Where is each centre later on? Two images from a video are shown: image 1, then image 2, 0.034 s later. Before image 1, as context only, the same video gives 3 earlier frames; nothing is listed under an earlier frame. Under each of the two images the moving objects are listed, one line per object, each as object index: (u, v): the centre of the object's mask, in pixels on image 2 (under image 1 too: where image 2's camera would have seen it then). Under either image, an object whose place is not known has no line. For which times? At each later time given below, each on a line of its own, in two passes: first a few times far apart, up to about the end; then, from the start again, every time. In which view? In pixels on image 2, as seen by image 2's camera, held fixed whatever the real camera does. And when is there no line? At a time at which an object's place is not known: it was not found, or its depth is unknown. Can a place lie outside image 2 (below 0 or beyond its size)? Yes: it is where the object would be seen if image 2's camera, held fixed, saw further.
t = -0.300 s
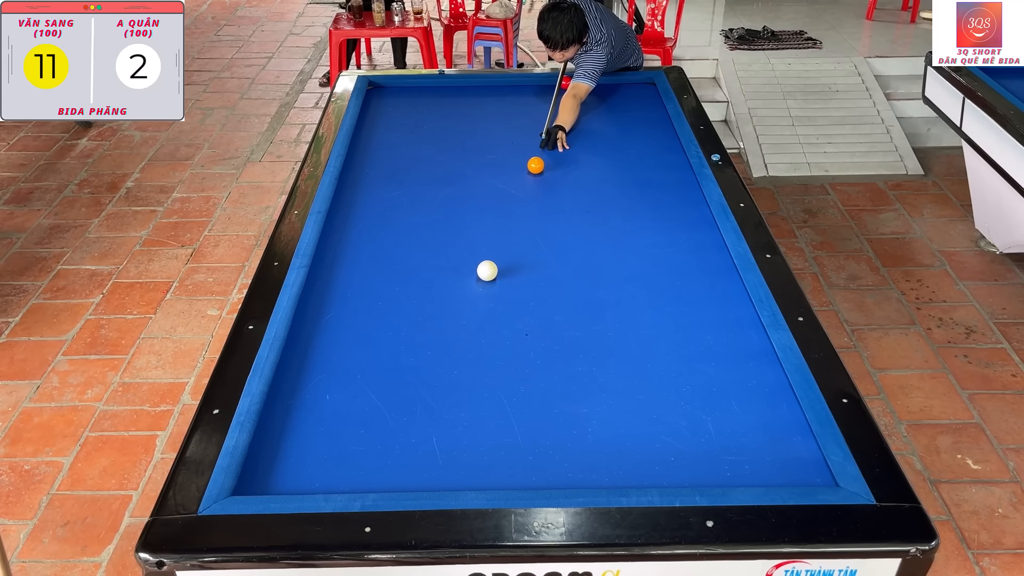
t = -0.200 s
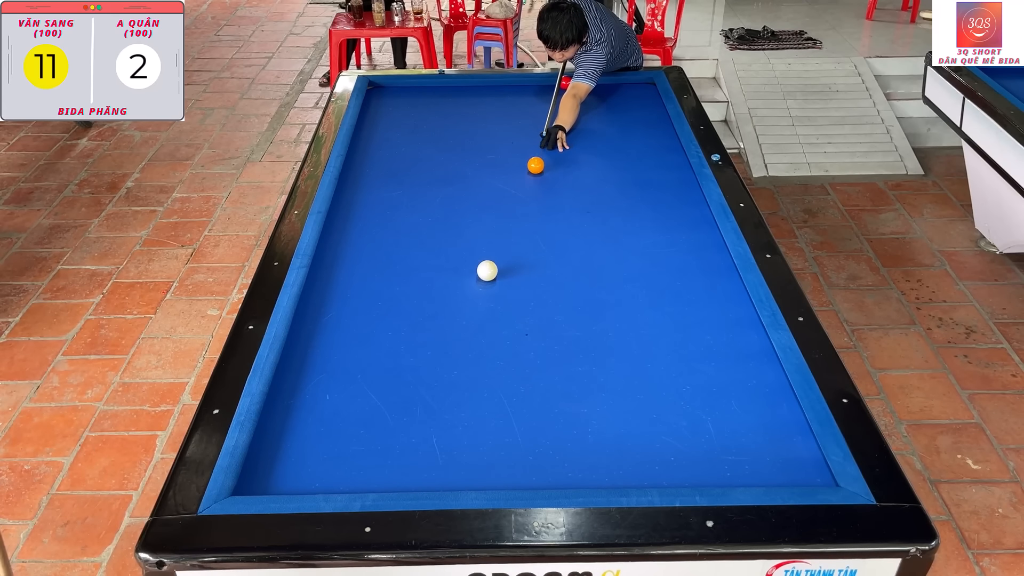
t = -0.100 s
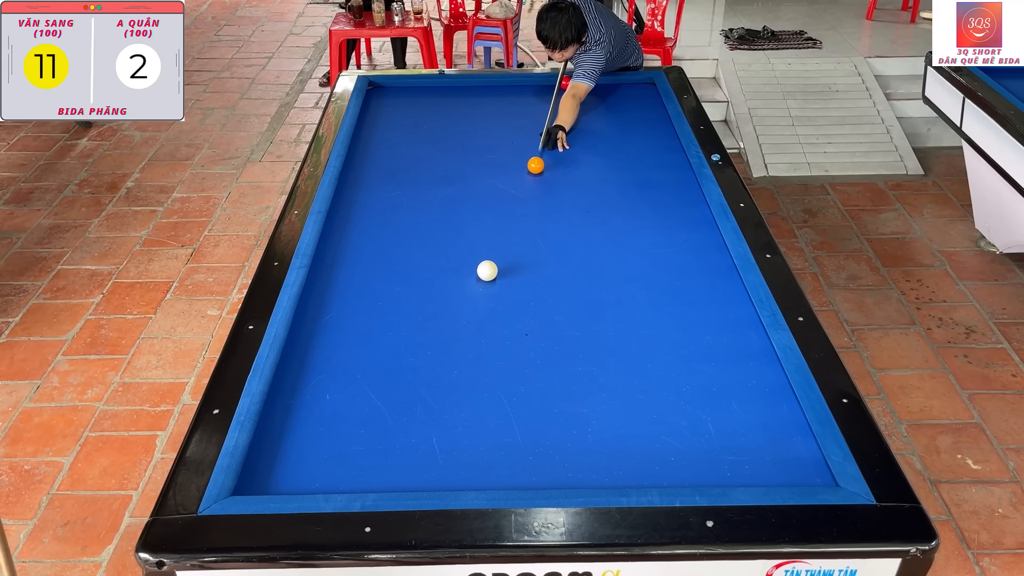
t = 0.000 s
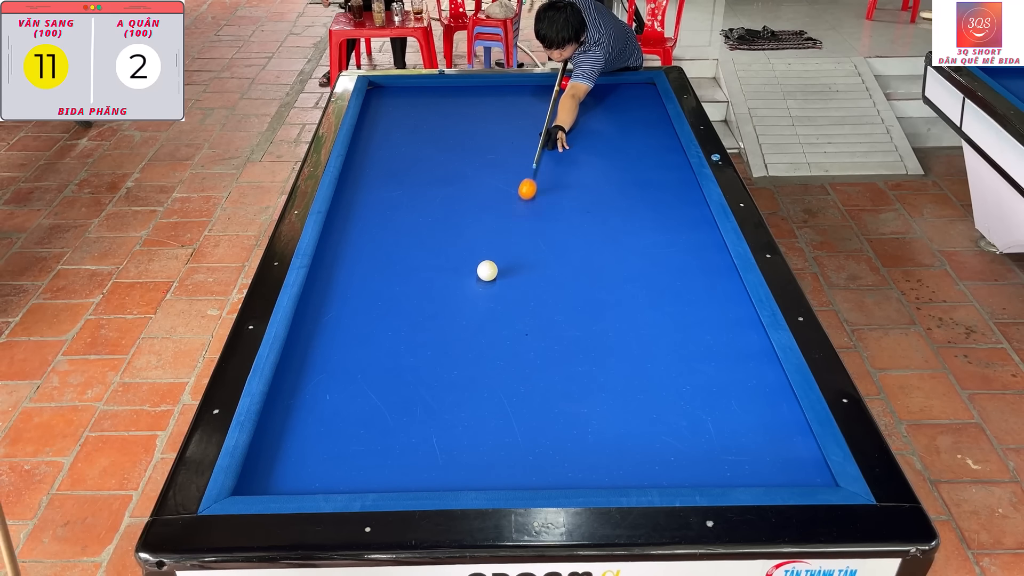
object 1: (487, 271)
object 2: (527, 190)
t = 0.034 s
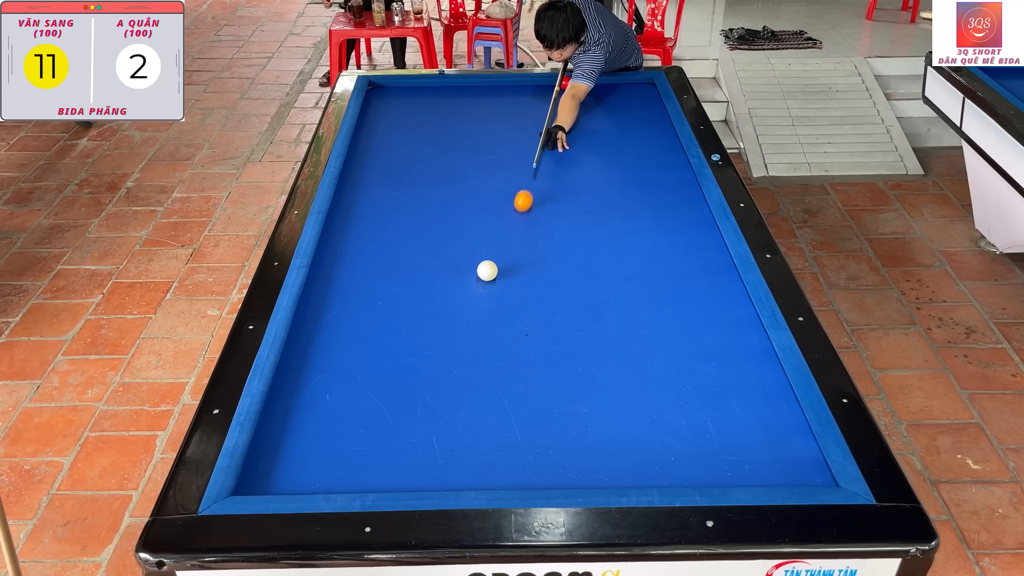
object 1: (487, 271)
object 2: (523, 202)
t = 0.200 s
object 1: (480, 274)
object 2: (507, 267)
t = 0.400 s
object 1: (371, 329)
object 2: (575, 315)
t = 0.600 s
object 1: (300, 381)
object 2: (647, 381)
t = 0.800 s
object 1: (361, 421)
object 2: (726, 471)
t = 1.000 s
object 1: (412, 463)
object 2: (749, 415)
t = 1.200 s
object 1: (468, 466)
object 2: (764, 361)
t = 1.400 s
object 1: (521, 438)
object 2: (733, 327)
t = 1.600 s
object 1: (569, 415)
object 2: (706, 300)
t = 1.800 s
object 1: (614, 394)
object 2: (681, 275)
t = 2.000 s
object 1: (657, 375)
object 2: (658, 253)
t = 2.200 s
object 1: (696, 356)
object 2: (638, 233)
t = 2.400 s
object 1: (733, 339)
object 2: (619, 214)
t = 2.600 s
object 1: (740, 323)
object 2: (602, 197)
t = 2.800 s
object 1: (710, 307)
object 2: (586, 182)
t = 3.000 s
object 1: (684, 293)
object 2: (572, 167)
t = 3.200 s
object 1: (660, 279)
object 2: (559, 154)
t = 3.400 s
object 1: (637, 266)
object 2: (547, 141)
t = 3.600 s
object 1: (615, 255)
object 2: (535, 129)
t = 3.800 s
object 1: (595, 244)
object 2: (525, 119)
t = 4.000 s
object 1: (577, 233)
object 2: (515, 108)
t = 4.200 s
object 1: (559, 224)
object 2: (505, 99)
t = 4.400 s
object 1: (542, 214)
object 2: (496, 90)
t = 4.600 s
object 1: (527, 206)
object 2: (487, 85)
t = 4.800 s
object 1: (512, 198)
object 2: (476, 90)
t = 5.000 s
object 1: (498, 190)
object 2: (464, 95)
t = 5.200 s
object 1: (485, 183)
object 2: (452, 99)
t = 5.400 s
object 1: (472, 176)
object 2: (440, 104)
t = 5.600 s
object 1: (460, 169)
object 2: (428, 108)
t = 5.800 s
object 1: (448, 163)
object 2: (416, 113)
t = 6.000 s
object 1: (438, 157)
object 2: (404, 117)
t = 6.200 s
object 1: (427, 151)
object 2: (393, 121)
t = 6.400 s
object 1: (417, 146)
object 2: (381, 126)
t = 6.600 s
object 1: (408, 141)
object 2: (369, 130)
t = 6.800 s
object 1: (399, 136)
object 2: (361, 134)
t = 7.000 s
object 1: (391, 132)
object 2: (366, 138)
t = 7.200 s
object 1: (382, 127)
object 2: (371, 141)
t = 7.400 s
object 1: (375, 123)
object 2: (375, 145)
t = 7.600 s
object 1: (367, 119)
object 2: (379, 148)
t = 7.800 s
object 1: (368, 116)
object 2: (384, 151)
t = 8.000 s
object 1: (373, 113)
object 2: (388, 155)
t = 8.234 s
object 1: (379, 110)
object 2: (392, 158)
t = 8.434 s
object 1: (383, 108)
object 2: (396, 161)
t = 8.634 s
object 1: (387, 106)
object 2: (399, 164)
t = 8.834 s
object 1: (391, 103)
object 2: (402, 166)
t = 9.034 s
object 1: (394, 102)
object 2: (406, 169)
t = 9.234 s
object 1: (398, 100)
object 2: (408, 171)
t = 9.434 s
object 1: (401, 98)
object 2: (411, 173)
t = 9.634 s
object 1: (404, 97)
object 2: (413, 175)
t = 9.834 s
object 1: (406, 95)
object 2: (415, 177)
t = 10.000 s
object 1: (408, 94)
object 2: (417, 178)
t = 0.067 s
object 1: (487, 270)
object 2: (519, 214)
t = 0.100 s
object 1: (487, 271)
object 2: (514, 227)
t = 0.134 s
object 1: (487, 270)
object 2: (510, 240)
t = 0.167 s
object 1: (487, 270)
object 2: (505, 254)
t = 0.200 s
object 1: (480, 274)
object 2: (507, 267)
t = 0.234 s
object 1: (462, 283)
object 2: (518, 274)
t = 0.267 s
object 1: (444, 292)
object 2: (529, 281)
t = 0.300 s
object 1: (426, 301)
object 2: (541, 289)
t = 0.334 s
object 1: (408, 310)
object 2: (552, 297)
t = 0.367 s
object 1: (390, 319)
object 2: (564, 306)
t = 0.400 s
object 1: (371, 329)
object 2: (575, 315)
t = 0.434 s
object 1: (353, 338)
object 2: (587, 325)
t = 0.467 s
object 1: (334, 347)
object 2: (599, 335)
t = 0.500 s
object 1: (315, 357)
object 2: (610, 345)
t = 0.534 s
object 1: (296, 366)
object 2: (622, 356)
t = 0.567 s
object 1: (289, 375)
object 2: (634, 368)
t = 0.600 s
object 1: (300, 381)
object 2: (647, 381)
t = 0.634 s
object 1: (311, 388)
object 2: (659, 394)
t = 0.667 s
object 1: (322, 394)
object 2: (672, 408)
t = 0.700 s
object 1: (332, 401)
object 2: (685, 422)
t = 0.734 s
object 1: (342, 408)
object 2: (698, 438)
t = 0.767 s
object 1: (351, 414)
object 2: (712, 454)
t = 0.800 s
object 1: (361, 421)
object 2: (726, 471)
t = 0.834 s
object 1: (370, 428)
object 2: (738, 476)
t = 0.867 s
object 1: (378, 435)
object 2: (740, 465)
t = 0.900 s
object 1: (386, 442)
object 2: (743, 451)
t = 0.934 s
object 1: (395, 449)
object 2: (745, 438)
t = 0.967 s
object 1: (403, 456)
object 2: (747, 426)
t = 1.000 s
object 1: (412, 463)
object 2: (749, 415)
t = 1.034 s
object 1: (421, 471)
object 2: (752, 405)
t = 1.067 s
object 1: (429, 478)
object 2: (754, 395)
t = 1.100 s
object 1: (439, 482)
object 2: (757, 385)
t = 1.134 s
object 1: (449, 478)
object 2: (759, 377)
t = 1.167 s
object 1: (458, 472)
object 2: (762, 368)
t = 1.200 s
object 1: (468, 466)
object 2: (764, 361)
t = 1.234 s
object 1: (477, 460)
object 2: (763, 354)
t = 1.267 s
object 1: (486, 455)
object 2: (756, 348)
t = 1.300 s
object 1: (495, 450)
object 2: (750, 343)
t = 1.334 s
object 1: (503, 446)
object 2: (743, 337)
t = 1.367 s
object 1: (512, 442)
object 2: (738, 332)
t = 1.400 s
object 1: (521, 438)
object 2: (733, 327)
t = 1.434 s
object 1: (529, 434)
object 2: (728, 323)
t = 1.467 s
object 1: (537, 431)
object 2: (723, 318)
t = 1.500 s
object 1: (545, 427)
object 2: (719, 313)
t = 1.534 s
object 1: (553, 423)
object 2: (714, 309)
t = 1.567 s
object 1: (561, 419)
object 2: (710, 304)
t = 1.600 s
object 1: (569, 415)
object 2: (706, 300)
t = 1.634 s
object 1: (577, 412)
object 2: (701, 296)
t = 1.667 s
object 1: (585, 408)
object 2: (697, 291)
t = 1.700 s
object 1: (592, 405)
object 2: (693, 287)
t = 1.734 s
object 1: (600, 401)
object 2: (689, 283)
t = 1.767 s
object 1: (607, 398)
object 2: (685, 279)
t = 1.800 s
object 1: (614, 394)
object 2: (681, 275)
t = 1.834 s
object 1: (622, 391)
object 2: (677, 271)
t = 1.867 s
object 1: (629, 388)
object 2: (673, 267)
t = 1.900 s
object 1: (636, 384)
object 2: (669, 264)
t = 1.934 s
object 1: (643, 381)
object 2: (665, 260)
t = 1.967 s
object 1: (650, 378)
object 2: (662, 256)
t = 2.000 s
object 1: (657, 375)
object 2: (658, 253)
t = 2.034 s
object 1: (664, 372)
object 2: (655, 249)
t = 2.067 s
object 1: (670, 368)
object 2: (651, 246)
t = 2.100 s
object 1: (677, 365)
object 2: (648, 242)
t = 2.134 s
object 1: (683, 362)
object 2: (644, 239)
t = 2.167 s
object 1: (690, 359)
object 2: (641, 236)
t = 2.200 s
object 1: (696, 356)
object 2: (638, 233)
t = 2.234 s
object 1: (703, 353)
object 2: (634, 229)
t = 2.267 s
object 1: (709, 350)
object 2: (631, 226)
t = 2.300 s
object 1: (715, 348)
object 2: (628, 223)
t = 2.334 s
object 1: (721, 345)
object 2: (625, 220)
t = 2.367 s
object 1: (727, 342)
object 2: (622, 217)
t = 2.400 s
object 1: (733, 339)
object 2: (619, 214)
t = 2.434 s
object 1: (739, 336)
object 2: (616, 211)
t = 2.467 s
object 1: (745, 334)
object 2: (613, 208)
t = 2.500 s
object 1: (751, 331)
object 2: (610, 205)
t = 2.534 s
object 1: (753, 328)
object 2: (607, 203)
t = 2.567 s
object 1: (746, 326)
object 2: (605, 200)
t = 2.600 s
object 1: (740, 323)
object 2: (602, 197)
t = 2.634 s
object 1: (734, 320)
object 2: (599, 195)
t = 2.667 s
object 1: (729, 317)
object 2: (597, 192)
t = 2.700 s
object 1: (724, 315)
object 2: (594, 189)
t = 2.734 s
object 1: (719, 312)
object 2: (591, 187)
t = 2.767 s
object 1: (715, 310)
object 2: (589, 184)
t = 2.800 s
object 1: (710, 307)
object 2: (586, 182)
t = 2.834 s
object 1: (706, 305)
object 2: (584, 179)
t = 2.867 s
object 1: (701, 302)
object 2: (581, 177)
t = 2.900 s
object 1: (697, 300)
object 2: (579, 174)
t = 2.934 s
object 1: (693, 297)
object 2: (577, 172)
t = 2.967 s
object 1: (688, 295)
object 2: (574, 169)
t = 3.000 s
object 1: (684, 293)
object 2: (572, 167)
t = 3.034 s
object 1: (680, 290)
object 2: (570, 165)
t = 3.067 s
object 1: (676, 288)
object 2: (568, 162)
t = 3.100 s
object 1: (672, 286)
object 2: (565, 160)
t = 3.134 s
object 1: (668, 284)
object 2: (563, 158)
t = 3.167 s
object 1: (664, 281)
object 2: (561, 156)
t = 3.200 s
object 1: (660, 279)
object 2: (559, 154)
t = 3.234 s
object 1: (656, 277)
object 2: (557, 151)
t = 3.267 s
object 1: (652, 275)
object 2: (555, 149)
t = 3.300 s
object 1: (648, 273)
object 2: (553, 147)
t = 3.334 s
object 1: (644, 271)
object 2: (551, 145)
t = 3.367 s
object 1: (640, 268)
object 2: (548, 143)
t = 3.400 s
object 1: (637, 266)
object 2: (547, 141)
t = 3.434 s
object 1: (633, 264)
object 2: (545, 139)
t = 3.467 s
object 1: (630, 262)
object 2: (543, 137)
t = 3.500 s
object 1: (626, 260)
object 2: (541, 135)
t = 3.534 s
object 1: (622, 259)
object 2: (539, 133)
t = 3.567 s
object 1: (619, 257)
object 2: (537, 131)
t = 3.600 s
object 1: (615, 255)
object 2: (535, 129)
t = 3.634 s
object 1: (612, 253)
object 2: (533, 128)
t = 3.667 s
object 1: (608, 251)
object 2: (532, 126)
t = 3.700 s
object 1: (605, 249)
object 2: (530, 124)
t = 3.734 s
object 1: (602, 247)
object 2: (528, 122)
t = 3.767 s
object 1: (599, 245)
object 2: (526, 120)
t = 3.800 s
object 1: (595, 244)
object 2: (525, 119)
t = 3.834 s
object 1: (592, 242)
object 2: (523, 117)
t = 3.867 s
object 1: (589, 240)
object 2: (521, 115)
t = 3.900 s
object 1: (586, 238)
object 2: (520, 113)
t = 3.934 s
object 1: (583, 237)
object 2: (518, 112)
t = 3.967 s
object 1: (580, 235)
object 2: (516, 110)
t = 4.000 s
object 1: (577, 233)
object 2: (515, 108)
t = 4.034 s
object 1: (574, 232)
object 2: (513, 107)
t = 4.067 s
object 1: (571, 230)
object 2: (511, 105)
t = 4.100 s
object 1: (568, 228)
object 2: (510, 104)
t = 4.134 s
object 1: (565, 227)
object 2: (508, 102)
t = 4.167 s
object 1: (562, 225)
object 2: (507, 100)
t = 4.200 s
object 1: (559, 224)
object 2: (505, 99)
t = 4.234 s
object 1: (556, 222)
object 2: (504, 97)
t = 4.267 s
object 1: (553, 221)
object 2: (502, 96)
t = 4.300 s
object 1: (551, 219)
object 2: (501, 94)
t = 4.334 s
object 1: (548, 217)
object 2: (499, 93)
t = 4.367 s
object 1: (545, 216)
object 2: (498, 91)
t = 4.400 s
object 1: (542, 214)
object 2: (496, 90)
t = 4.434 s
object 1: (540, 213)
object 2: (495, 88)
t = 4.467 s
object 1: (537, 212)
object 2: (494, 87)
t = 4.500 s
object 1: (535, 210)
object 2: (492, 86)
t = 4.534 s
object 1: (532, 209)
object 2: (491, 84)
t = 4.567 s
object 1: (529, 207)
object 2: (489, 84)
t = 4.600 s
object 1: (527, 206)
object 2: (487, 85)
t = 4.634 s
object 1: (524, 204)
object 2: (485, 86)
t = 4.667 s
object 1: (522, 203)
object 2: (483, 87)
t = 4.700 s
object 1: (519, 202)
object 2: (481, 88)
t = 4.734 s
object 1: (517, 200)
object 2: (479, 88)
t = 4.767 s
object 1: (514, 199)
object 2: (477, 89)
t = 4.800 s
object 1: (512, 198)
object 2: (476, 90)
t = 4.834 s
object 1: (510, 196)
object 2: (473, 91)
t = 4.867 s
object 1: (507, 195)
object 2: (471, 91)
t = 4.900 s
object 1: (505, 194)
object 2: (470, 92)
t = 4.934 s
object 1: (503, 193)
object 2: (468, 93)
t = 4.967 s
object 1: (500, 192)
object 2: (466, 94)
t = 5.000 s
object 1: (498, 190)
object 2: (464, 95)
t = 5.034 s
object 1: (496, 189)
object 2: (462, 95)
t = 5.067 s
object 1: (493, 187)
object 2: (460, 96)
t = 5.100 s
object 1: (491, 186)
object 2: (458, 97)
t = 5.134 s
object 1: (489, 185)
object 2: (456, 98)
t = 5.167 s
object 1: (487, 184)
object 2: (454, 98)
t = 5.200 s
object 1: (485, 183)
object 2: (452, 99)
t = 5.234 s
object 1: (482, 181)
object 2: (450, 100)
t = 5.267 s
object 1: (480, 180)
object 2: (448, 101)
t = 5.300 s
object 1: (478, 179)
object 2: (446, 101)
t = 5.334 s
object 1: (476, 178)
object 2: (444, 102)
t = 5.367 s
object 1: (474, 177)
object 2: (442, 103)
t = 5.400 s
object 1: (472, 176)
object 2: (440, 104)
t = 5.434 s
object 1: (470, 175)
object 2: (438, 104)
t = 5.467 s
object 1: (468, 174)
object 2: (436, 105)
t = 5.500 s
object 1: (466, 172)
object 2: (434, 106)
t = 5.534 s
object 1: (464, 171)
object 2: (432, 107)
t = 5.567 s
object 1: (462, 170)
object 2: (430, 107)
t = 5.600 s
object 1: (460, 169)
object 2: (428, 108)
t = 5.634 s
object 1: (458, 168)
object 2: (426, 109)
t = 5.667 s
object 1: (456, 167)
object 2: (424, 110)
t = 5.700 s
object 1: (454, 166)
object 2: (422, 110)
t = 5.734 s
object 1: (452, 165)
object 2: (420, 111)
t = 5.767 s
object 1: (450, 164)
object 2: (418, 112)
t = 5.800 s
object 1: (448, 163)
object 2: (416, 113)
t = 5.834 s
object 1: (447, 162)
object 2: (414, 113)
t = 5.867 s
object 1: (445, 161)
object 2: (412, 114)
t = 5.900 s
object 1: (443, 160)
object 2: (410, 115)
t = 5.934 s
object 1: (441, 159)
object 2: (408, 116)
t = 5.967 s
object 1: (439, 158)
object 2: (406, 116)
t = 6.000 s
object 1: (438, 157)
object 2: (404, 117)
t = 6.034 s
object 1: (436, 156)
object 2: (403, 118)
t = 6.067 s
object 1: (434, 155)
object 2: (401, 119)
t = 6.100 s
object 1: (432, 154)
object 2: (399, 119)
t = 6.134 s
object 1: (431, 153)
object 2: (397, 120)
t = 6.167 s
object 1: (429, 152)
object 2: (395, 121)
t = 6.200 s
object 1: (427, 151)
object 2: (393, 121)
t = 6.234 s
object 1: (426, 150)
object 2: (391, 122)
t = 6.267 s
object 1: (424, 150)
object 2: (389, 123)
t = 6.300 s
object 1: (422, 149)
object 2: (387, 124)
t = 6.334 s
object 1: (420, 148)
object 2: (385, 124)
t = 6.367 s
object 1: (419, 147)
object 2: (383, 125)
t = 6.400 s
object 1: (417, 146)
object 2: (381, 126)
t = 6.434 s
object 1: (416, 145)
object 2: (379, 127)
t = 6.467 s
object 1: (414, 144)
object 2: (377, 127)
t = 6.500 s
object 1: (413, 143)
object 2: (375, 128)
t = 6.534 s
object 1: (411, 142)
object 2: (373, 129)
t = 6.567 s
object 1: (410, 142)
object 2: (371, 130)
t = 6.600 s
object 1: (408, 141)
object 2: (369, 130)
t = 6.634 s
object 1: (407, 140)
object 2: (367, 131)
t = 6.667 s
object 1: (405, 139)
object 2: (365, 132)
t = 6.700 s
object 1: (403, 139)
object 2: (363, 132)
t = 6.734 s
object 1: (402, 138)
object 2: (361, 133)
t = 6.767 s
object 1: (400, 137)
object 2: (360, 134)
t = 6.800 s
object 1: (399, 136)
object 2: (361, 134)
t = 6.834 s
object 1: (398, 135)
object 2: (362, 135)
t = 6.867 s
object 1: (396, 135)
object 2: (363, 136)
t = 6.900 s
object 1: (395, 134)
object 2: (364, 136)
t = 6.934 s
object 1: (393, 133)
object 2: (365, 137)
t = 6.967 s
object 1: (392, 132)
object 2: (365, 137)
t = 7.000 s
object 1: (391, 132)
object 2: (366, 138)
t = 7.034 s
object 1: (389, 131)
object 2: (367, 139)
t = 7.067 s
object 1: (388, 130)
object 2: (368, 139)
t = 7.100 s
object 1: (386, 129)
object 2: (368, 140)
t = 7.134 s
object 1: (385, 129)
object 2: (369, 140)
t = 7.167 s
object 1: (384, 128)
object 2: (370, 141)
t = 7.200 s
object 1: (382, 127)
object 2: (371, 141)
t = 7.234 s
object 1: (381, 127)
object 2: (371, 142)
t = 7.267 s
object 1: (380, 126)
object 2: (372, 142)
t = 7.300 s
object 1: (379, 125)
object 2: (373, 143)
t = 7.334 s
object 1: (377, 125)
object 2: (374, 144)
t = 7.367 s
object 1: (376, 124)
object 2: (375, 144)
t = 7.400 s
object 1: (375, 123)
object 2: (375, 145)
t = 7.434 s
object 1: (373, 123)
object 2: (376, 145)
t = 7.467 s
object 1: (372, 122)
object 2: (377, 146)
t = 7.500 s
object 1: (371, 121)
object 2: (377, 146)
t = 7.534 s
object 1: (370, 121)
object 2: (378, 147)
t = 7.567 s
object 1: (368, 120)
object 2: (379, 147)
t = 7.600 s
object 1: (367, 119)
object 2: (379, 148)
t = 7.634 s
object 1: (366, 119)
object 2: (380, 149)
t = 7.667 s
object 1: (365, 118)
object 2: (381, 149)
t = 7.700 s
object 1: (366, 118)
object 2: (381, 150)
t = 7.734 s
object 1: (366, 117)
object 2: (382, 150)
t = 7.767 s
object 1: (367, 117)
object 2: (383, 151)
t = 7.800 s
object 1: (368, 116)
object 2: (384, 151)
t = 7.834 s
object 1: (369, 116)
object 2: (384, 152)
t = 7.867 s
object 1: (370, 115)
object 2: (385, 153)
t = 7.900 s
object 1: (370, 115)
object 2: (385, 153)
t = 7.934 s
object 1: (372, 114)
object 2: (386, 154)
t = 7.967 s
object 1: (372, 114)
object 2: (387, 154)
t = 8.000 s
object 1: (373, 113)
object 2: (388, 155)
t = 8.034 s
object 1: (374, 113)
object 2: (388, 155)
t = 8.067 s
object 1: (375, 112)
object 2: (389, 156)
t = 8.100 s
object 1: (375, 112)
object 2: (390, 156)
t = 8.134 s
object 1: (376, 112)
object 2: (390, 157)
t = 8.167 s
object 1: (377, 111)
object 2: (391, 157)
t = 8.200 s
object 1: (378, 111)
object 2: (391, 158)
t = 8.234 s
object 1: (379, 110)
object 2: (392, 158)
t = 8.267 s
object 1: (379, 110)
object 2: (393, 159)
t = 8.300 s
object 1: (380, 110)
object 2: (393, 159)
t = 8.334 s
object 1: (381, 109)
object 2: (394, 160)
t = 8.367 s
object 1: (381, 109)
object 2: (395, 160)
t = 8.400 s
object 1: (382, 108)
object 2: (395, 161)
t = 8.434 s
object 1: (383, 108)
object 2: (396, 161)
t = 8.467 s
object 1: (384, 108)
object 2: (396, 162)
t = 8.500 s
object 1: (384, 107)
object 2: (397, 162)
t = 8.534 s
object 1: (385, 107)
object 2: (397, 163)
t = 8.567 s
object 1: (386, 106)
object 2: (398, 163)
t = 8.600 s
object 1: (386, 106)
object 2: (399, 163)
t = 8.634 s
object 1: (387, 106)
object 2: (399, 164)
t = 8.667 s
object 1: (388, 105)
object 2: (400, 164)
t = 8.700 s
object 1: (388, 105)
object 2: (400, 165)
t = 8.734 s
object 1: (389, 104)
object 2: (401, 165)
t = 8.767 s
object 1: (390, 104)
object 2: (401, 166)
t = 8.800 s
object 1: (390, 104)
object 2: (402, 166)
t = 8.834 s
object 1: (391, 103)
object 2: (402, 166)
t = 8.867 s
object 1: (391, 103)
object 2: (403, 167)
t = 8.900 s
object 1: (392, 103)
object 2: (403, 167)
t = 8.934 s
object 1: (393, 102)
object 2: (404, 168)
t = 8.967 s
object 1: (393, 102)
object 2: (404, 168)
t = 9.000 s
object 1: (394, 102)
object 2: (405, 169)
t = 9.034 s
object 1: (394, 102)
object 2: (406, 169)
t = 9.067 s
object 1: (395, 101)
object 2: (406, 169)
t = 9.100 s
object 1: (396, 101)
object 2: (406, 170)
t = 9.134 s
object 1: (396, 101)
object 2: (407, 170)
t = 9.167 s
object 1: (397, 101)
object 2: (407, 171)
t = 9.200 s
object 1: (397, 100)
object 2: (408, 171)
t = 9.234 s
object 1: (398, 100)
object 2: (408, 171)
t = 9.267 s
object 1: (398, 100)
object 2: (409, 172)
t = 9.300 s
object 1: (399, 99)
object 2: (409, 172)
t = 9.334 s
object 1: (400, 99)
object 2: (409, 172)
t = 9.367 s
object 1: (400, 99)
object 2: (410, 173)
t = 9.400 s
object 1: (401, 98)
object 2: (410, 173)
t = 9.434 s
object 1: (401, 98)
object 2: (411, 173)
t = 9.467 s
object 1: (402, 98)
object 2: (411, 174)
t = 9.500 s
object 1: (402, 98)
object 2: (412, 174)
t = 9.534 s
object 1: (403, 97)
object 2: (412, 174)
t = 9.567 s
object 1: (403, 97)
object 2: (412, 175)
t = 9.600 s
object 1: (403, 97)
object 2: (413, 175)
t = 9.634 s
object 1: (404, 97)
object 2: (413, 175)
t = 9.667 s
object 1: (404, 96)
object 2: (414, 176)
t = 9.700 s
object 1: (405, 96)
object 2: (414, 176)
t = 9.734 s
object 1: (405, 96)
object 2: (414, 176)
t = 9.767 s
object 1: (406, 96)
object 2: (415, 176)
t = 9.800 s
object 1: (406, 95)
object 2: (415, 177)
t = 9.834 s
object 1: (406, 95)
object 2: (415, 177)
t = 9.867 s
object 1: (407, 95)
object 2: (416, 177)
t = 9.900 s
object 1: (407, 95)
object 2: (416, 178)
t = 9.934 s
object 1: (408, 95)
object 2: (417, 178)
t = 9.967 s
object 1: (408, 94)
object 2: (417, 178)
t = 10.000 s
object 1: (408, 94)
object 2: (417, 178)
